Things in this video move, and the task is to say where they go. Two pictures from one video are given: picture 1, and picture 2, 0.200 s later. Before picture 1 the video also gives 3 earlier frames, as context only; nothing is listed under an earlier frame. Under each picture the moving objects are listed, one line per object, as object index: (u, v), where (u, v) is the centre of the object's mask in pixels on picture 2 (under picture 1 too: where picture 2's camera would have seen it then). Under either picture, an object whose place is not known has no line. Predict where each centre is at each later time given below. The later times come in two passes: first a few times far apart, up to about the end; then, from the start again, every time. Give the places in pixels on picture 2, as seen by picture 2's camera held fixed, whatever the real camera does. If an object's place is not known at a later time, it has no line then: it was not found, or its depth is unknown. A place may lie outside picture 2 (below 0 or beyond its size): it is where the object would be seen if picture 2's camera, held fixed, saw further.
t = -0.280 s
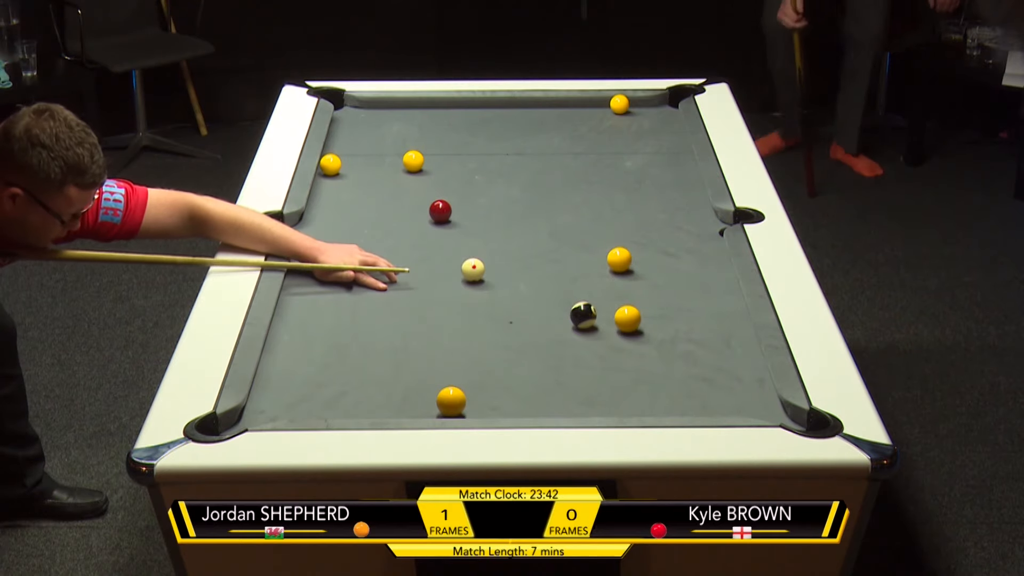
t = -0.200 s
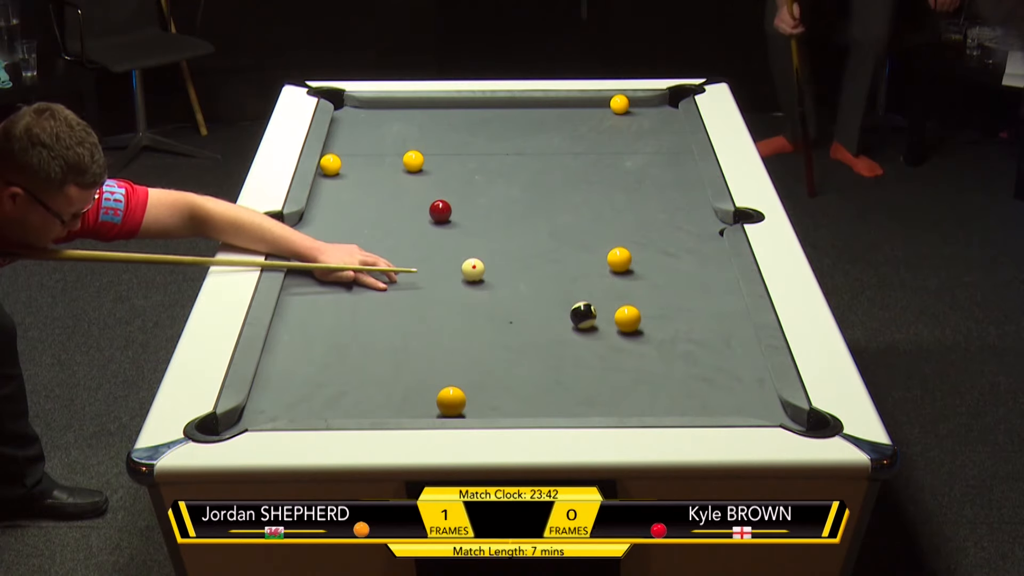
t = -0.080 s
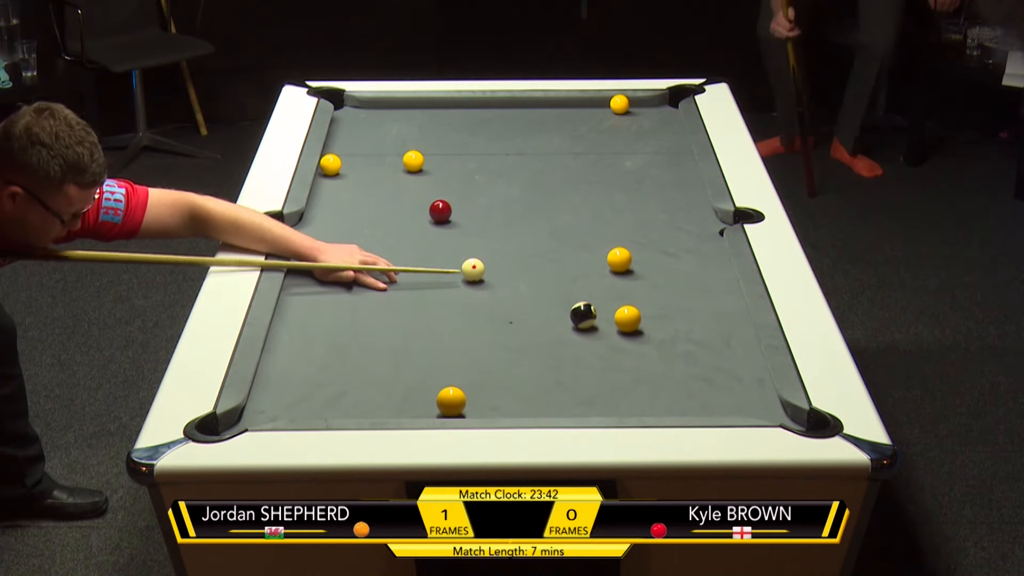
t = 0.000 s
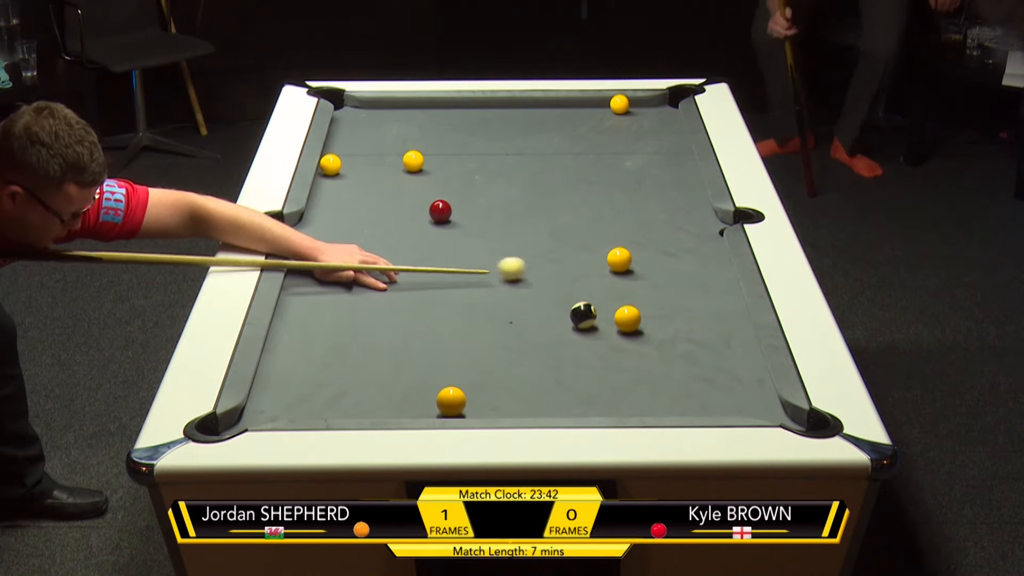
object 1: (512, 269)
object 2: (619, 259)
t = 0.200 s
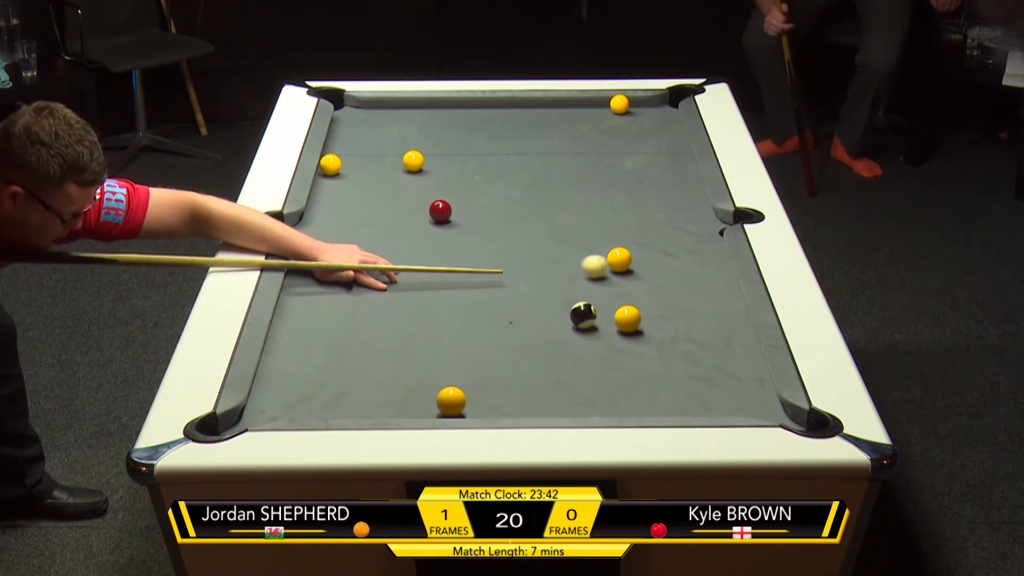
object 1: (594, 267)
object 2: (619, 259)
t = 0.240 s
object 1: (605, 269)
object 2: (624, 258)
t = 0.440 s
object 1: (644, 280)
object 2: (650, 249)
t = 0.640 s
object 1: (683, 291)
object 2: (673, 241)
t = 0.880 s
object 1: (730, 304)
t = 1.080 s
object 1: (718, 316)
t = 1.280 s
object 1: (701, 328)
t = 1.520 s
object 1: (681, 341)
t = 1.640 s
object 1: (671, 347)
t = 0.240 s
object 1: (605, 269)
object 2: (624, 258)
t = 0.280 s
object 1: (612, 271)
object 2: (630, 255)
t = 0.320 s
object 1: (619, 273)
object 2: (635, 254)
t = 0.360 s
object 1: (628, 275)
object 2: (640, 252)
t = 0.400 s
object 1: (636, 278)
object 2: (645, 250)
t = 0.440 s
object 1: (644, 280)
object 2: (650, 249)
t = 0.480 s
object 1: (651, 282)
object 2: (655, 247)
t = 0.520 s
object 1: (659, 285)
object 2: (659, 245)
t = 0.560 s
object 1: (667, 287)
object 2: (664, 244)
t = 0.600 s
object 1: (675, 289)
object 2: (669, 242)
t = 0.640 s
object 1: (683, 291)
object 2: (673, 241)
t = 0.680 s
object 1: (691, 293)
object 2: (678, 239)
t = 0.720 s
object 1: (699, 295)
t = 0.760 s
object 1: (707, 298)
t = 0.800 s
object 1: (714, 300)
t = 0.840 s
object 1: (722, 302)
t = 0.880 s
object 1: (730, 304)
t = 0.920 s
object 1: (733, 306)
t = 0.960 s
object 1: (729, 309)
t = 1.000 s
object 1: (726, 311)
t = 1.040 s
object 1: (722, 314)
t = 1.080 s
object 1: (718, 316)
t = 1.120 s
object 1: (715, 318)
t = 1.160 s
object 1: (711, 321)
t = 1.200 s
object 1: (708, 323)
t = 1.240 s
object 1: (704, 325)
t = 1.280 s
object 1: (701, 328)
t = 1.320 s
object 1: (697, 330)
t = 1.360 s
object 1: (694, 332)
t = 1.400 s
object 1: (690, 334)
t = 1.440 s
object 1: (687, 337)
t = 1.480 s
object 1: (684, 339)
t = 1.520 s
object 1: (681, 341)
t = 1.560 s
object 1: (677, 344)
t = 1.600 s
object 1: (674, 345)
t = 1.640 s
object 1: (671, 347)
